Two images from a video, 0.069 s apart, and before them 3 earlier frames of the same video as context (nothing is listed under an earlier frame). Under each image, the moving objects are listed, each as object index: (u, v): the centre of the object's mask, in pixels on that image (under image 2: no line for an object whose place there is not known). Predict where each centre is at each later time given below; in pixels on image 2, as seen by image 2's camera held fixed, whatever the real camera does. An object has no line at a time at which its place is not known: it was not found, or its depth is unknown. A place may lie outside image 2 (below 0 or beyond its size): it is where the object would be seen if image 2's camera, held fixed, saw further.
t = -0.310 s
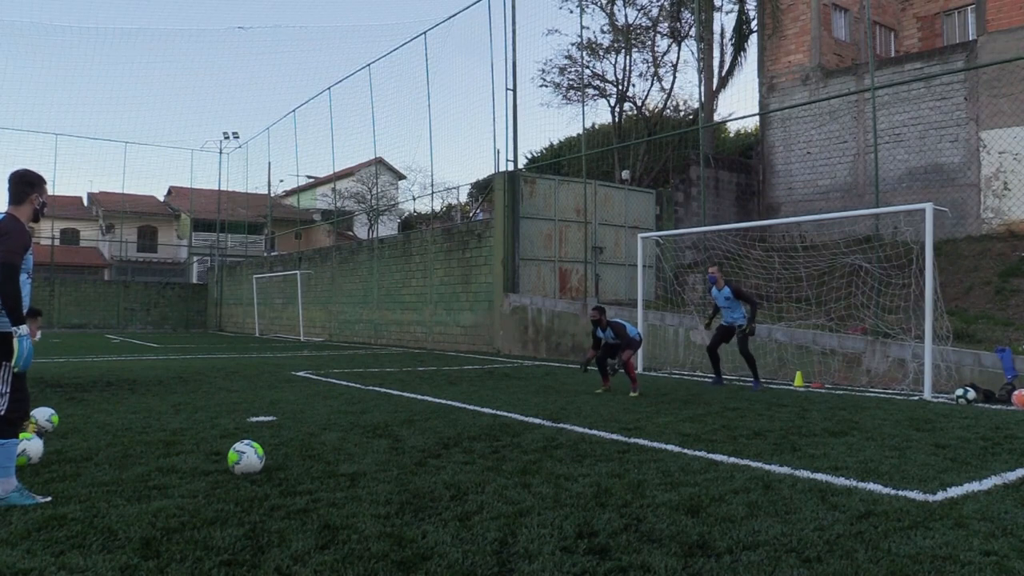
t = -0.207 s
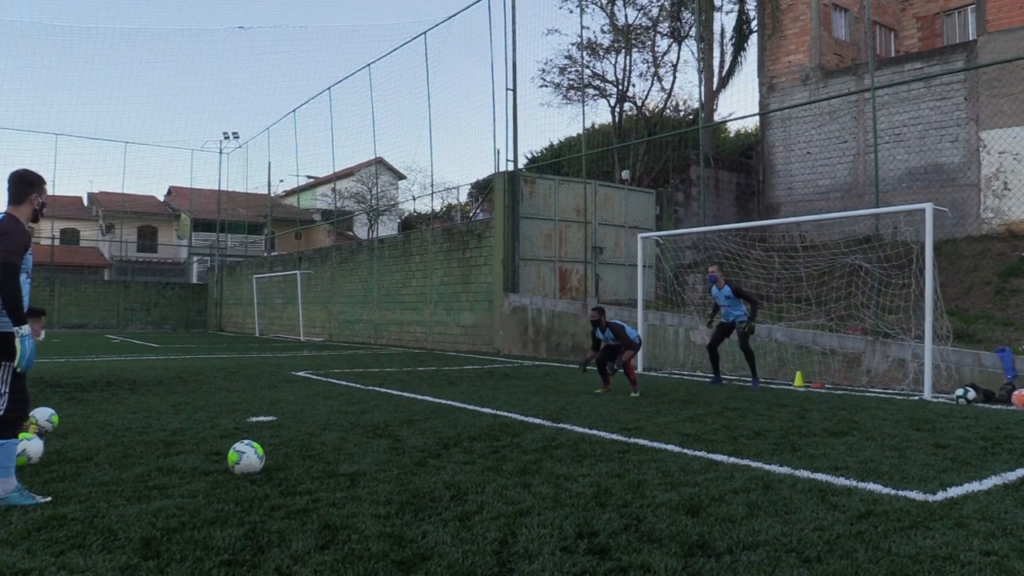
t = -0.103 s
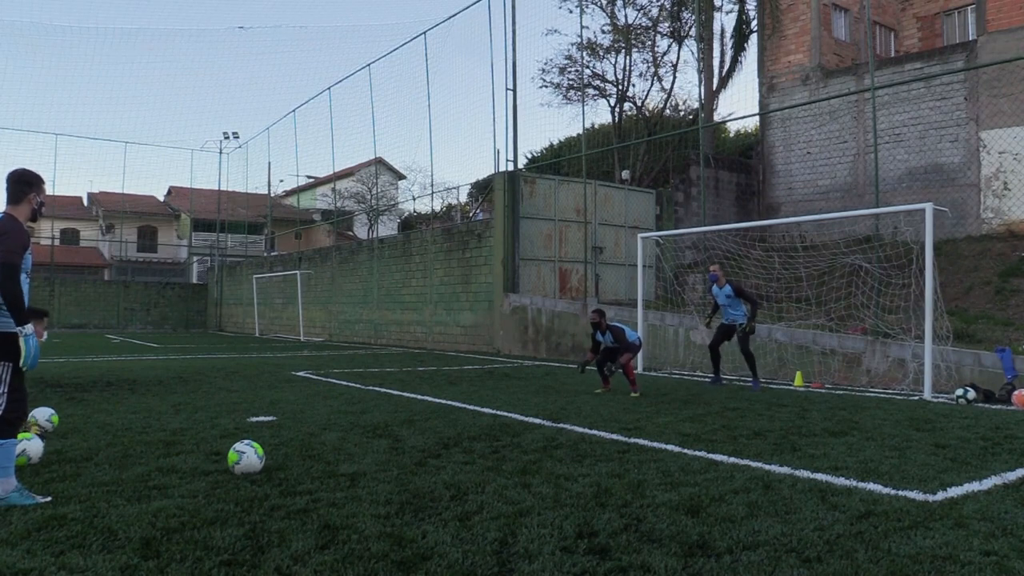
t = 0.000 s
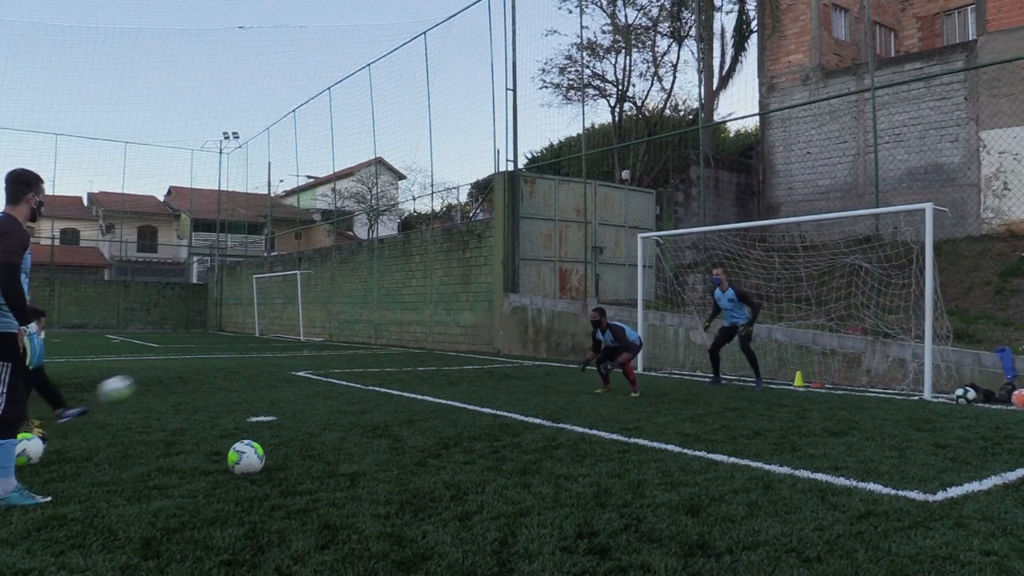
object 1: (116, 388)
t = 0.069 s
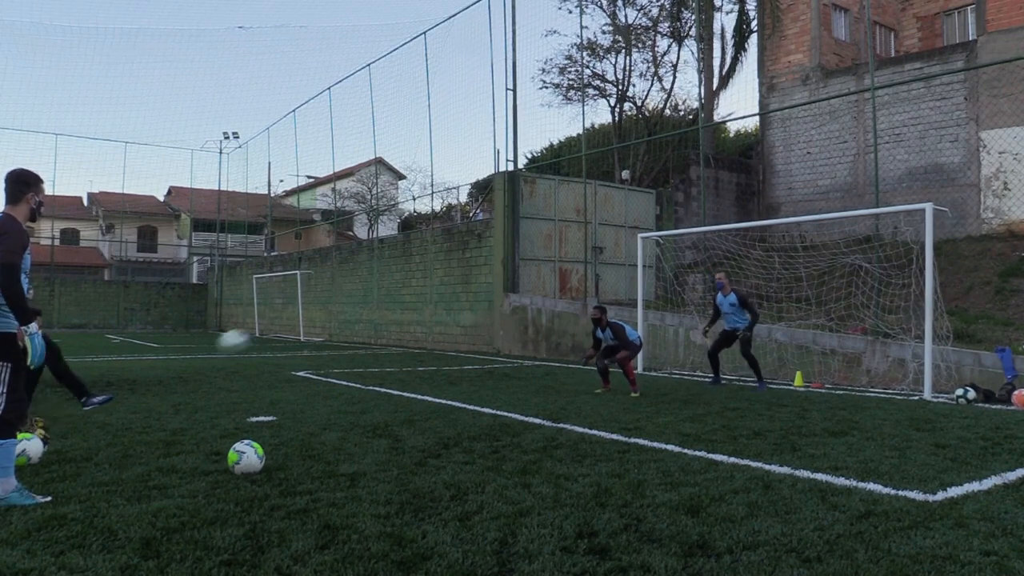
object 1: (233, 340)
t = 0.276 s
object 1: (504, 251)
